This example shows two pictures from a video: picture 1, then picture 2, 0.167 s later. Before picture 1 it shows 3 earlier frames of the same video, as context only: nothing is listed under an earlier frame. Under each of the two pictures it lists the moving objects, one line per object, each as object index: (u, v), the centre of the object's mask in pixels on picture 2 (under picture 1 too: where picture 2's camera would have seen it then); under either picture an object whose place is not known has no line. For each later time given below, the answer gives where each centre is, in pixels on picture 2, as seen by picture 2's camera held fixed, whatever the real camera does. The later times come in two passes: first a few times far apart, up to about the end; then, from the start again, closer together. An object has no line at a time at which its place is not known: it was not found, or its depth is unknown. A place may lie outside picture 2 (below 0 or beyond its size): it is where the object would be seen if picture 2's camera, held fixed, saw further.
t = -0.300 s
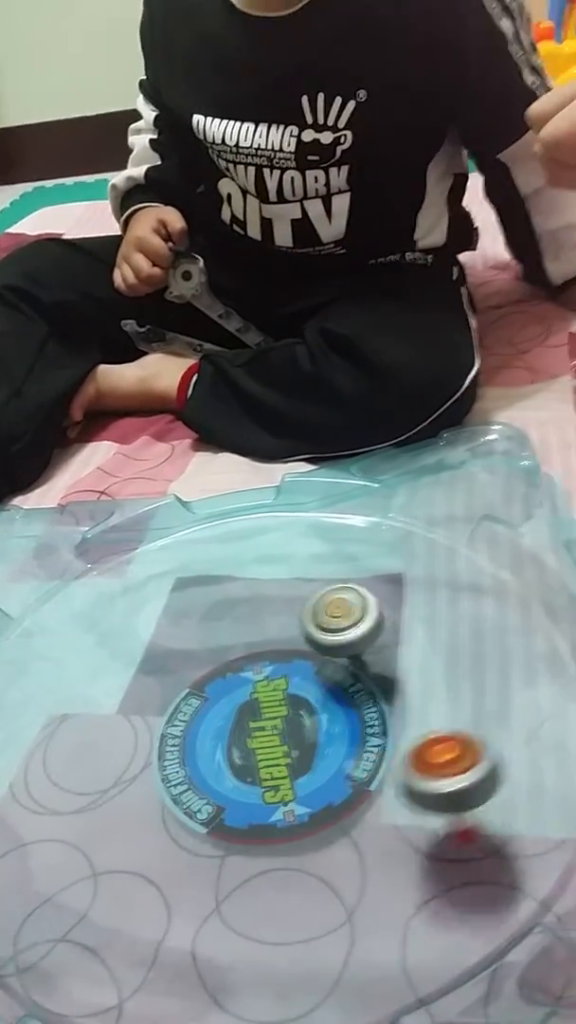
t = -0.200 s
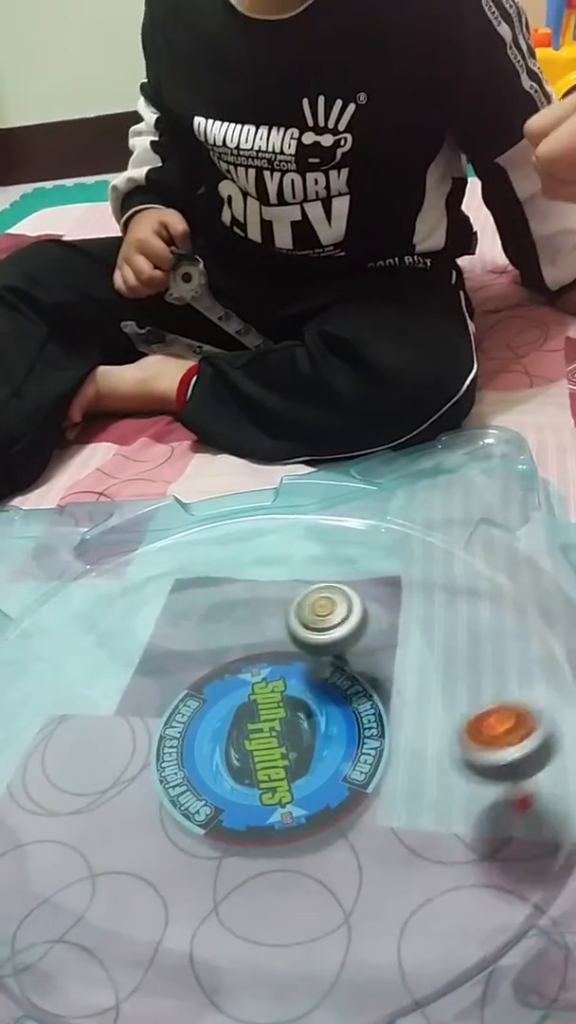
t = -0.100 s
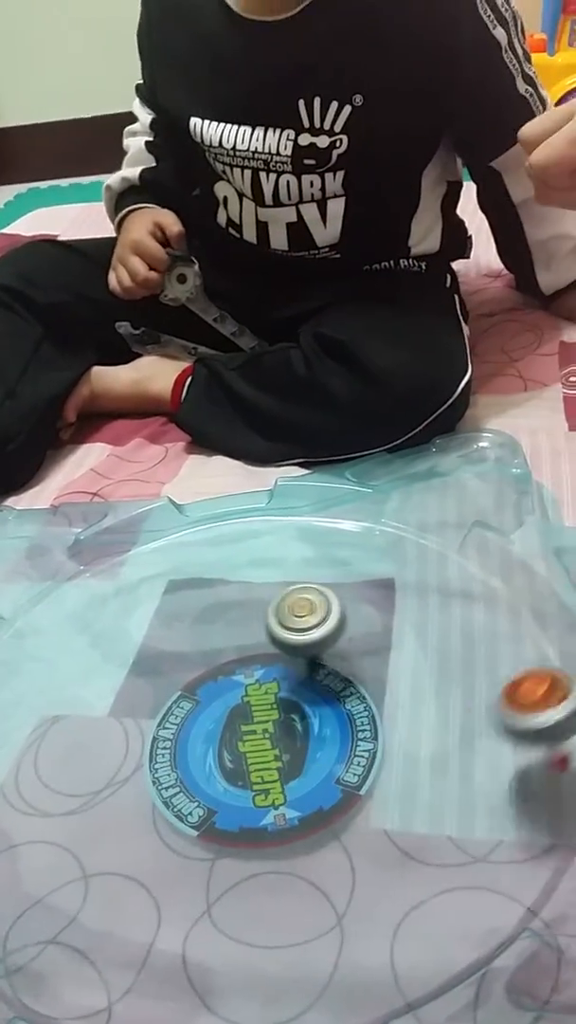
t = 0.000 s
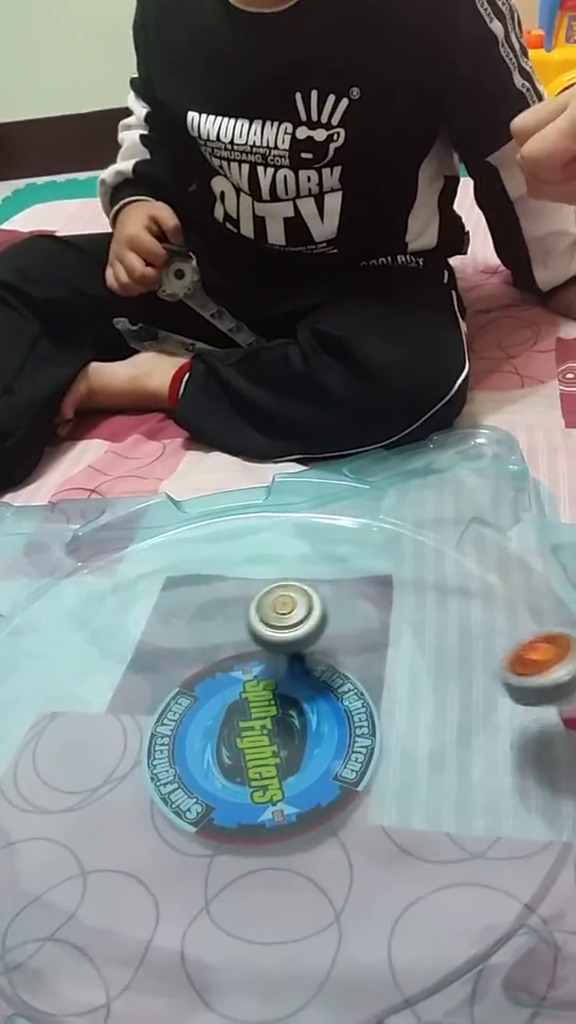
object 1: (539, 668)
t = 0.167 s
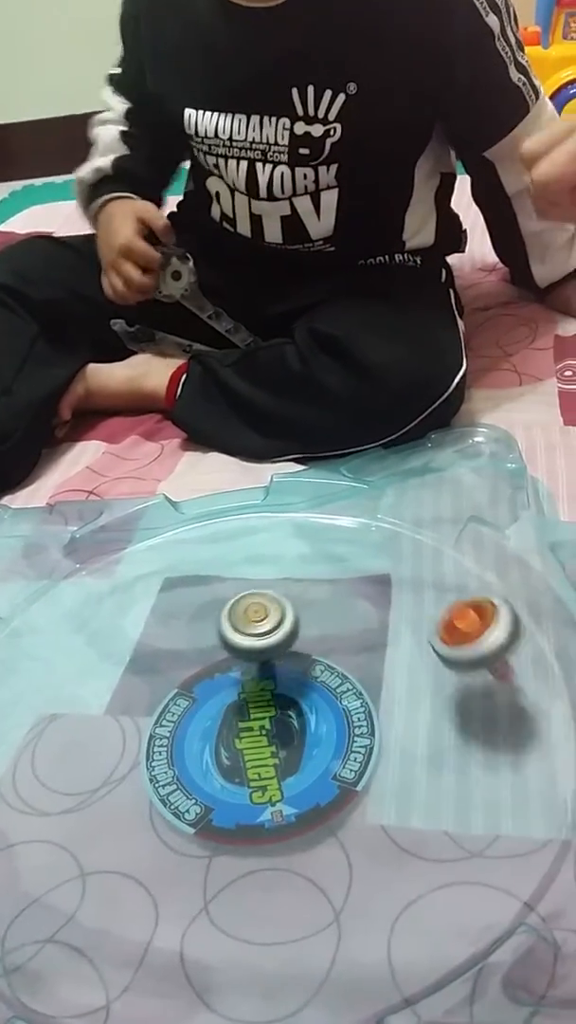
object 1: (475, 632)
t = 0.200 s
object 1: (465, 617)
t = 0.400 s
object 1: (403, 545)
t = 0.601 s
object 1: (321, 505)
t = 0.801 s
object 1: (230, 495)
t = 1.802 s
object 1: (157, 789)
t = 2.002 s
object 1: (303, 795)
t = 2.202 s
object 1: (440, 753)
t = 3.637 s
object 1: (41, 632)
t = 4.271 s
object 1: (235, 823)
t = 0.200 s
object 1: (465, 617)
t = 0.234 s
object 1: (456, 605)
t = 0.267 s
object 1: (447, 591)
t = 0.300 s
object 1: (436, 578)
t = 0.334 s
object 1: (426, 566)
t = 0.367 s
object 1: (415, 556)
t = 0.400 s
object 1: (403, 545)
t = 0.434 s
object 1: (390, 537)
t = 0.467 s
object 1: (377, 528)
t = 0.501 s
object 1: (364, 522)
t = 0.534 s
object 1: (350, 513)
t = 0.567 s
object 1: (335, 508)
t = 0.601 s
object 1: (321, 505)
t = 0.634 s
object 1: (303, 500)
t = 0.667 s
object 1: (286, 496)
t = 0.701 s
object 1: (271, 496)
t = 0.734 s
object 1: (256, 495)
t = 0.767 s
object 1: (244, 495)
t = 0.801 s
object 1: (230, 495)
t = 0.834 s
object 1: (214, 496)
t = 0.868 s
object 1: (199, 501)
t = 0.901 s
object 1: (186, 504)
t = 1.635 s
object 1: (72, 747)
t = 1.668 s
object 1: (85, 756)
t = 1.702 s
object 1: (103, 767)
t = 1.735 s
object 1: (121, 775)
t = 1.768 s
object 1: (139, 783)
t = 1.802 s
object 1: (157, 789)
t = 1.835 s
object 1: (180, 794)
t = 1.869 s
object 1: (201, 797)
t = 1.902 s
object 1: (226, 801)
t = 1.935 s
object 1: (251, 801)
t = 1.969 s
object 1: (276, 798)
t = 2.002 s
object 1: (303, 795)
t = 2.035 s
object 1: (324, 793)
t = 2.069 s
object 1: (348, 787)
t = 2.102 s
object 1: (372, 780)
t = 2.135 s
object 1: (394, 773)
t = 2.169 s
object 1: (417, 763)
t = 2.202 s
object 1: (440, 753)
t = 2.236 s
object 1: (458, 741)
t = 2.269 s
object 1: (476, 728)
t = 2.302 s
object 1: (492, 713)
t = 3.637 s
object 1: (41, 632)
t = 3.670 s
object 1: (34, 645)
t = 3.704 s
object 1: (29, 657)
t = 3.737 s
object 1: (26, 672)
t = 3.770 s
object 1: (24, 686)
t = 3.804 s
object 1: (25, 701)
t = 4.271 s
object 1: (235, 823)
